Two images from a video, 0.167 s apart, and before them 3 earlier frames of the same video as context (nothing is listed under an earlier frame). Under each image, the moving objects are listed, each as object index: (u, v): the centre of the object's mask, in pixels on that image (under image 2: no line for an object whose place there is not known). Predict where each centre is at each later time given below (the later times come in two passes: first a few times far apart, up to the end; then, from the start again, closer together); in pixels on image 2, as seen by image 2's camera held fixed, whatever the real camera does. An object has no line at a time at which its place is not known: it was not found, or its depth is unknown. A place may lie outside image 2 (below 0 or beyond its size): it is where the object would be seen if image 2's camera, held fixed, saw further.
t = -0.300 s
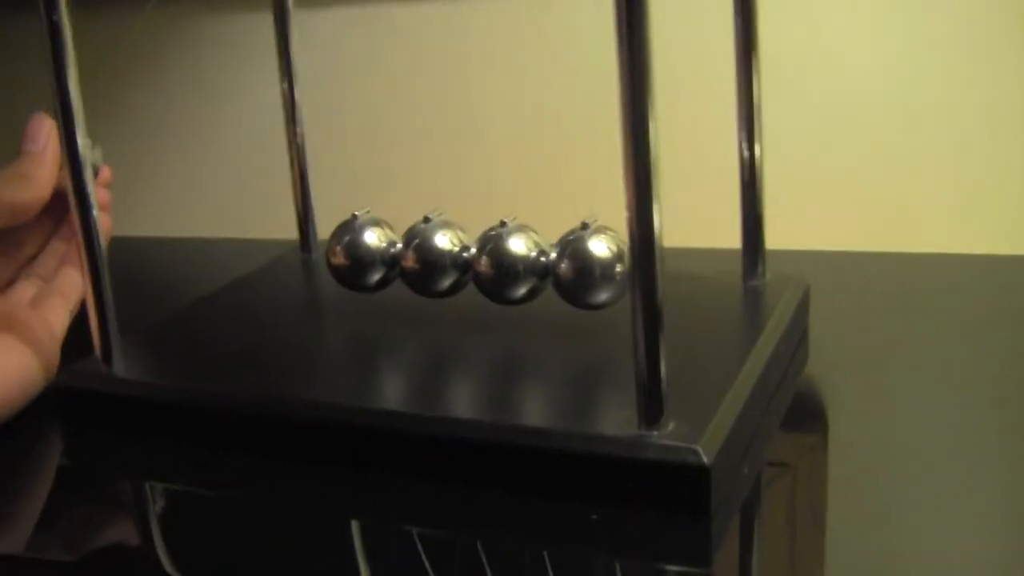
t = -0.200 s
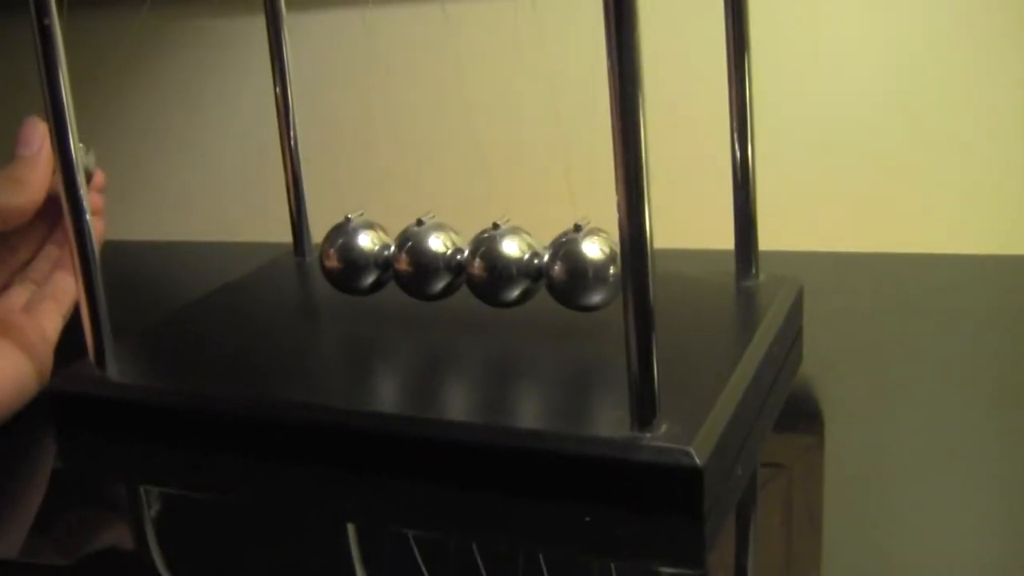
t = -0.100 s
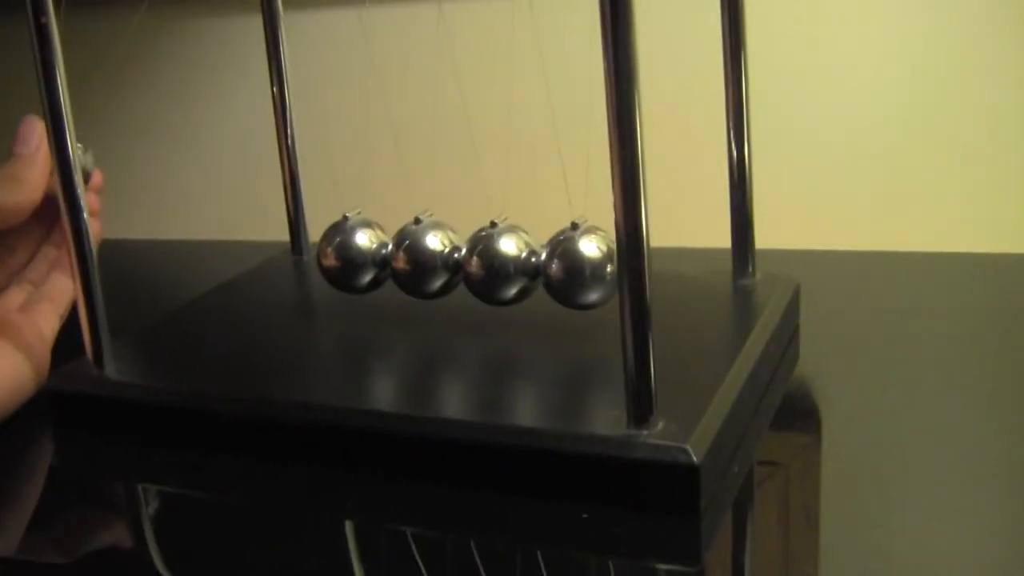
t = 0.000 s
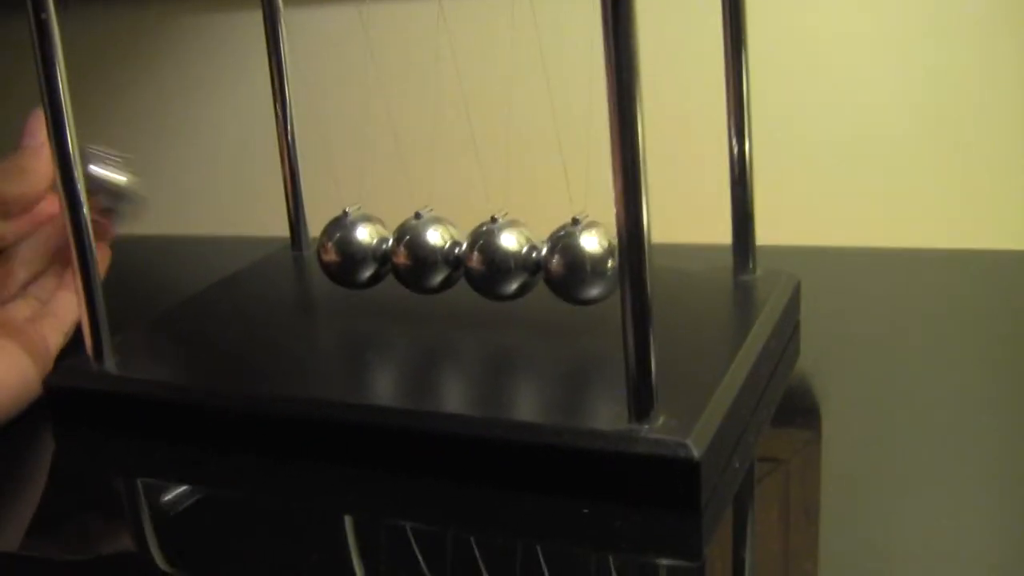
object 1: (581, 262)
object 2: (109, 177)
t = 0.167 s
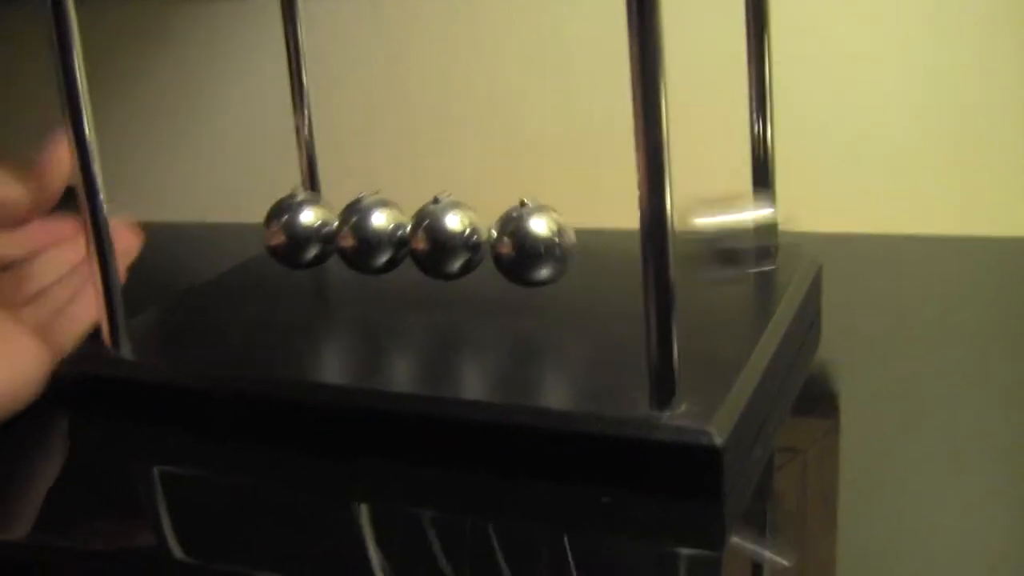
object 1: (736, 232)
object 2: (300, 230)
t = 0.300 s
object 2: (291, 230)
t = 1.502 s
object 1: (604, 245)
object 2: (113, 158)
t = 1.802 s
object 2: (302, 230)
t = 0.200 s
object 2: (297, 230)
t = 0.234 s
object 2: (294, 230)
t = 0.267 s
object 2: (291, 230)
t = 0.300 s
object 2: (291, 230)
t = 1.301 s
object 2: (277, 231)
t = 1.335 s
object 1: (606, 248)
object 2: (215, 222)
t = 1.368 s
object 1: (607, 248)
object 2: (170, 203)
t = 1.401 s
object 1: (607, 247)
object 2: (129, 179)
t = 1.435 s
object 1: (606, 247)
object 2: (116, 164)
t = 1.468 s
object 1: (605, 246)
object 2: (113, 155)
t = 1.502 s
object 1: (604, 245)
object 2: (113, 158)
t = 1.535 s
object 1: (603, 246)
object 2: (120, 167)
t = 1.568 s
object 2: (153, 191)
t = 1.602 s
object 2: (195, 213)
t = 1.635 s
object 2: (251, 227)
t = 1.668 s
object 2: (299, 230)
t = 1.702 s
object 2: (300, 230)
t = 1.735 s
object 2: (300, 230)
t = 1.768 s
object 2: (301, 230)
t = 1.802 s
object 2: (302, 230)
